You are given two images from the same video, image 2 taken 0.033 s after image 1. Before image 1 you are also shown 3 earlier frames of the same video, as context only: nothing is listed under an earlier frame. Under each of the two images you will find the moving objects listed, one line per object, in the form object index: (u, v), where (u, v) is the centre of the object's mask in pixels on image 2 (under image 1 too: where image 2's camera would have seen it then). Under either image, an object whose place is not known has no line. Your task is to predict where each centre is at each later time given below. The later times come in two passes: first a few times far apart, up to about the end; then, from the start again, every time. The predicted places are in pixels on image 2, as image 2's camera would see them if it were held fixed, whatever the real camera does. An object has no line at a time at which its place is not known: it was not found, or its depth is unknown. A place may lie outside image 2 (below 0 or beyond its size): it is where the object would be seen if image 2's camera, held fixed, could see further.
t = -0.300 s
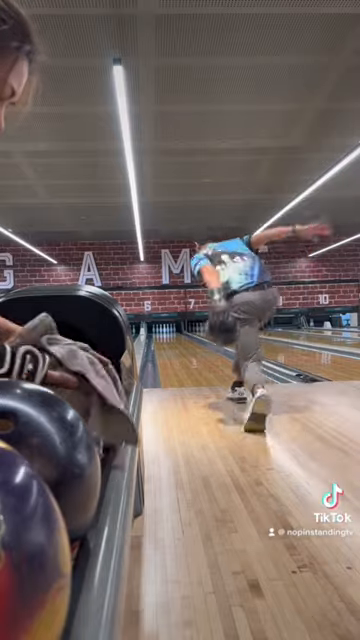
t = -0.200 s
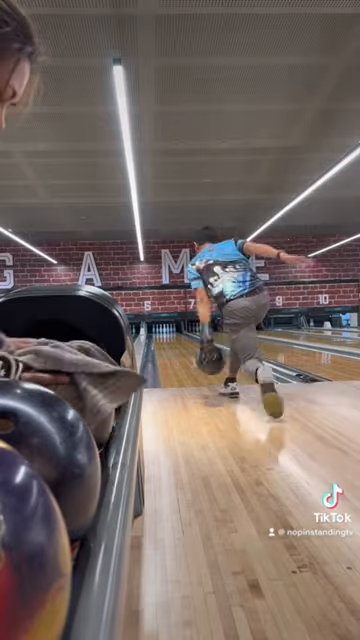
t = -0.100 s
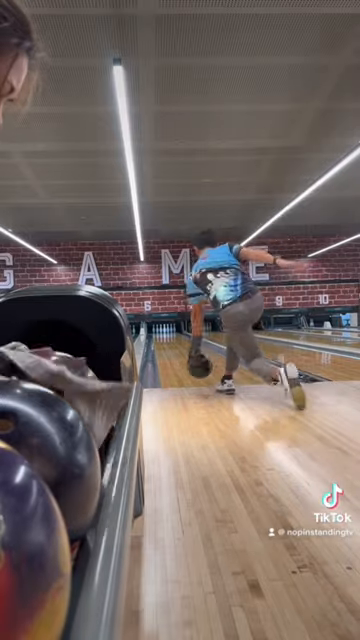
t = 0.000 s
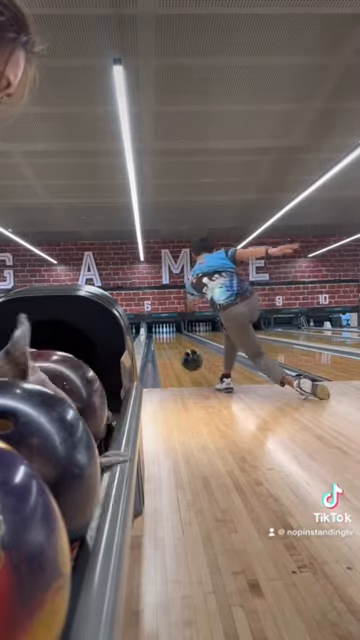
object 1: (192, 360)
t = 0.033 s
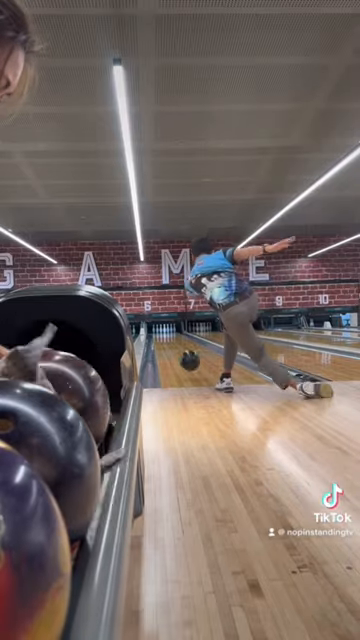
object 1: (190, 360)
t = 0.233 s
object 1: (181, 358)
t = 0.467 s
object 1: (173, 351)
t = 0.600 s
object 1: (171, 347)
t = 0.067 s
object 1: (188, 361)
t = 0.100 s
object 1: (186, 364)
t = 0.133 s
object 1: (184, 363)
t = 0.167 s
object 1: (183, 361)
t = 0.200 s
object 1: (182, 360)
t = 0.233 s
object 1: (181, 358)
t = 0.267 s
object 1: (179, 357)
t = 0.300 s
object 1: (178, 356)
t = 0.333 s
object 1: (177, 354)
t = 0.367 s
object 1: (176, 353)
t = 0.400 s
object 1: (175, 352)
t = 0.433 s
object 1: (174, 351)
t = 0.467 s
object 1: (173, 351)
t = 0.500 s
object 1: (172, 350)
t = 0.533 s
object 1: (172, 349)
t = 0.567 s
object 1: (171, 348)
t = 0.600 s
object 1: (171, 347)
